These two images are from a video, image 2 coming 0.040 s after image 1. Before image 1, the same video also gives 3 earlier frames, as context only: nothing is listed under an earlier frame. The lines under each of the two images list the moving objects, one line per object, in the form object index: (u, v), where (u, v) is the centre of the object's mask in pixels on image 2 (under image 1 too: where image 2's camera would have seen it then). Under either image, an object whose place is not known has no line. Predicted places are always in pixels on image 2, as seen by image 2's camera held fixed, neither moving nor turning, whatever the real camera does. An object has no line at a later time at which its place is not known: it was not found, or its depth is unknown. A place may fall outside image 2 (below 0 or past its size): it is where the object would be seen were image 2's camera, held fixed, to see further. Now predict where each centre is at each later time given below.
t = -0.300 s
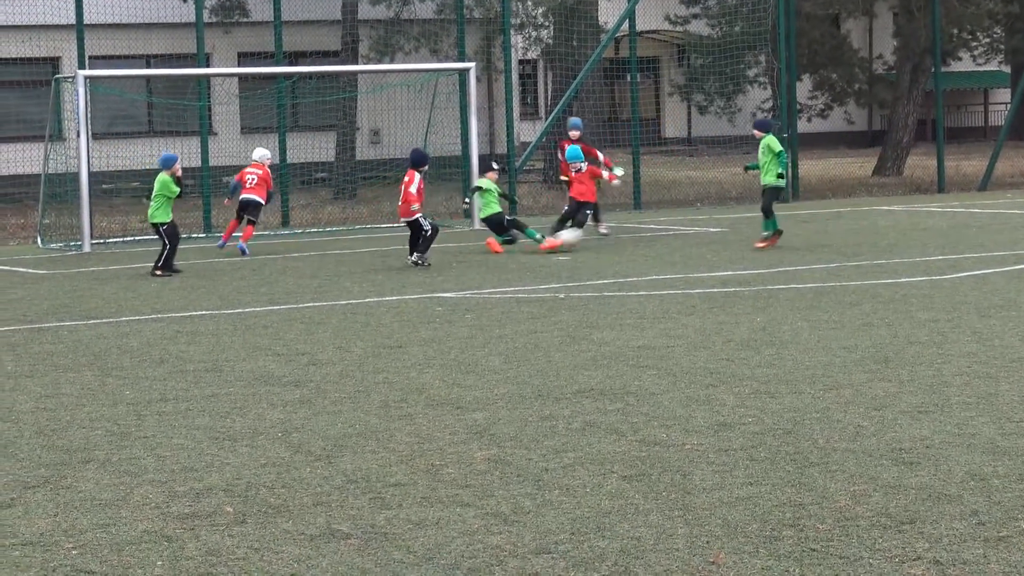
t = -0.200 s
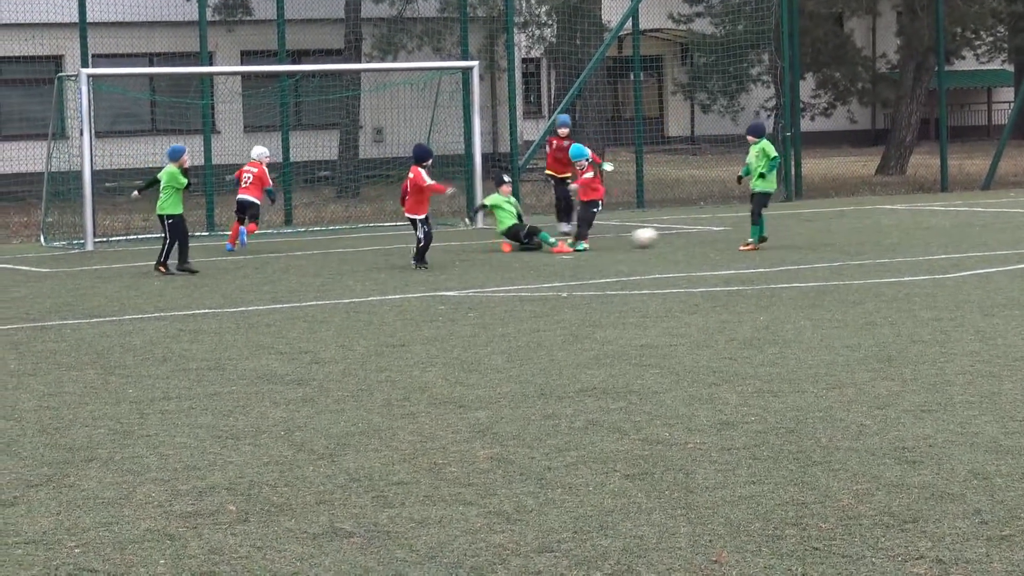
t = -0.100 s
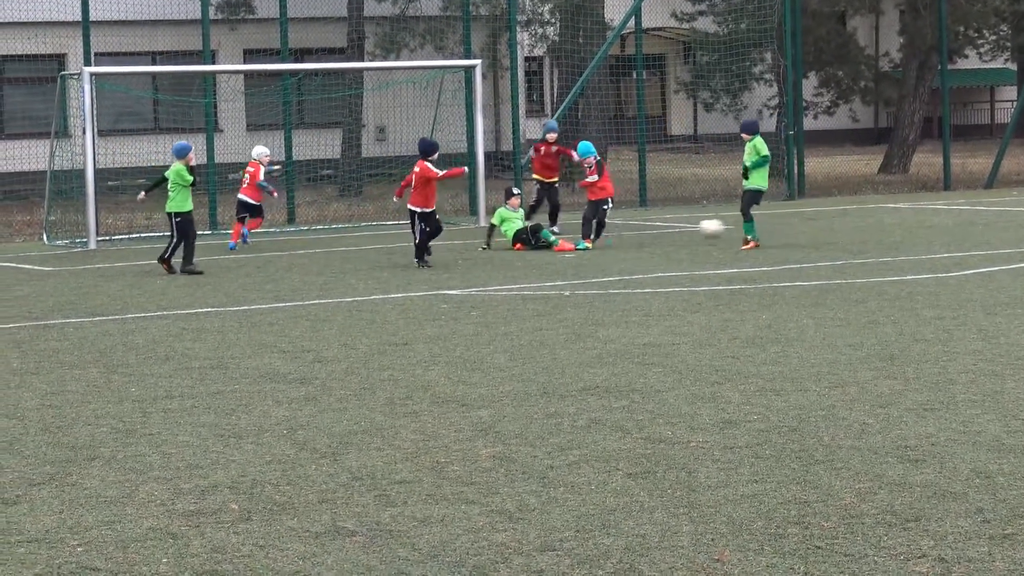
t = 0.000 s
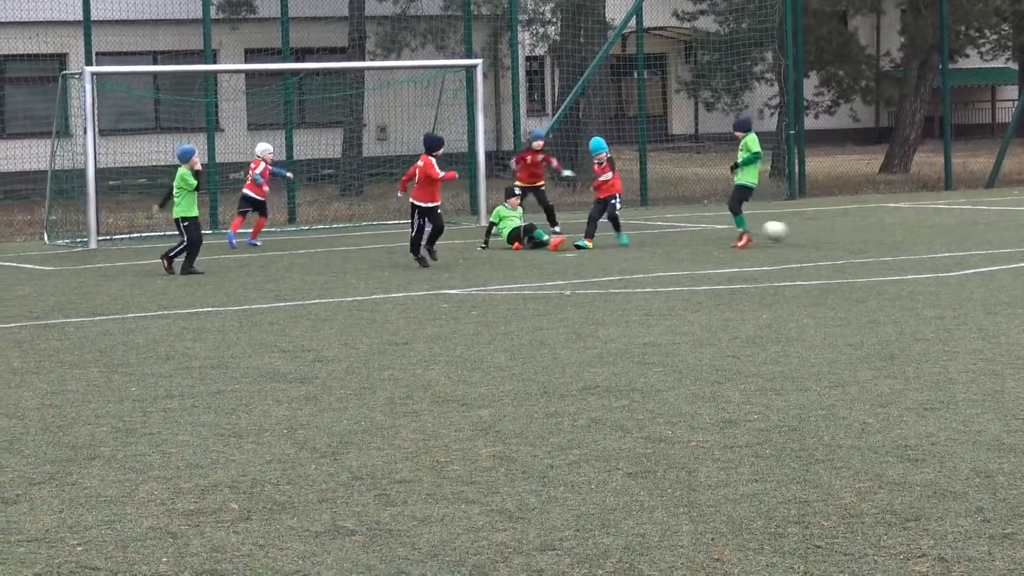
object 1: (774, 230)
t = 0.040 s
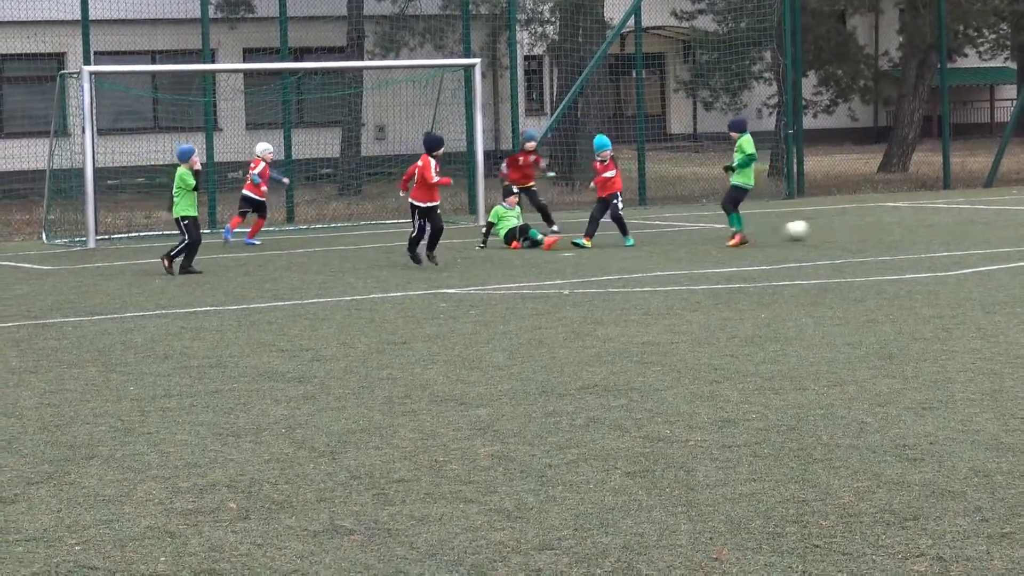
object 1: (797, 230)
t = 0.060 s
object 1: (807, 228)
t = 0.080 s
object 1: (816, 227)
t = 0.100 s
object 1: (823, 227)
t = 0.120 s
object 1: (831, 227)
